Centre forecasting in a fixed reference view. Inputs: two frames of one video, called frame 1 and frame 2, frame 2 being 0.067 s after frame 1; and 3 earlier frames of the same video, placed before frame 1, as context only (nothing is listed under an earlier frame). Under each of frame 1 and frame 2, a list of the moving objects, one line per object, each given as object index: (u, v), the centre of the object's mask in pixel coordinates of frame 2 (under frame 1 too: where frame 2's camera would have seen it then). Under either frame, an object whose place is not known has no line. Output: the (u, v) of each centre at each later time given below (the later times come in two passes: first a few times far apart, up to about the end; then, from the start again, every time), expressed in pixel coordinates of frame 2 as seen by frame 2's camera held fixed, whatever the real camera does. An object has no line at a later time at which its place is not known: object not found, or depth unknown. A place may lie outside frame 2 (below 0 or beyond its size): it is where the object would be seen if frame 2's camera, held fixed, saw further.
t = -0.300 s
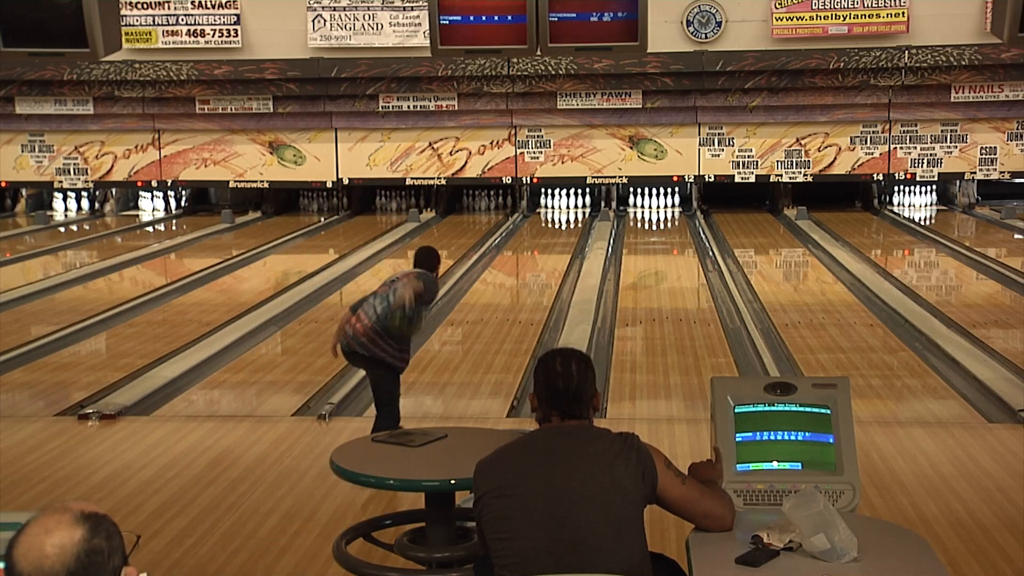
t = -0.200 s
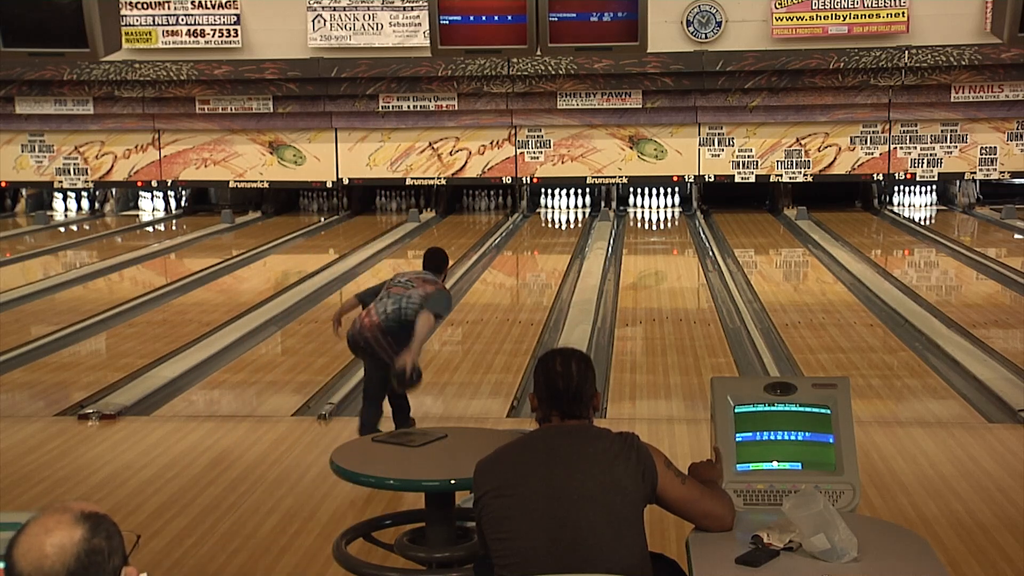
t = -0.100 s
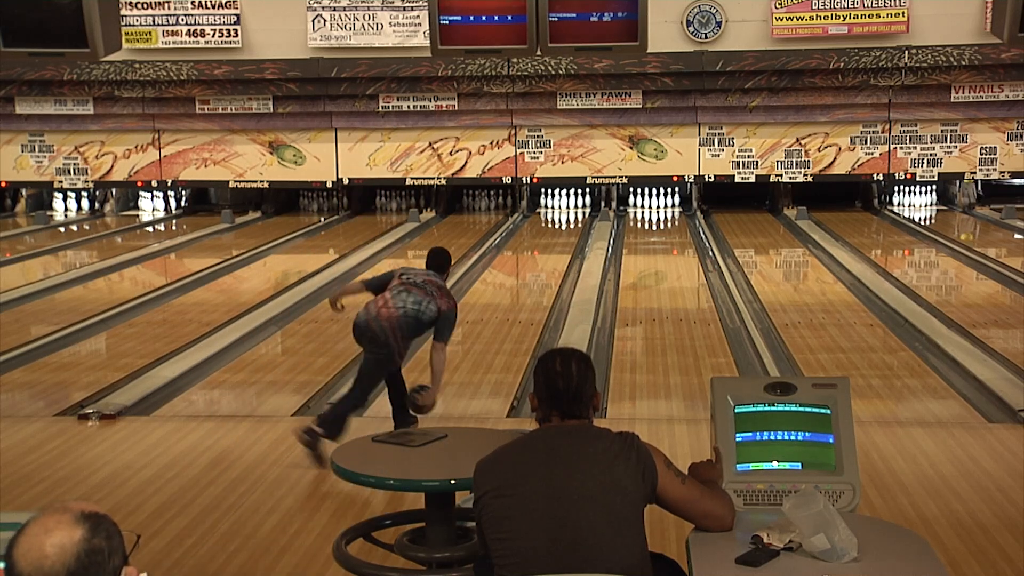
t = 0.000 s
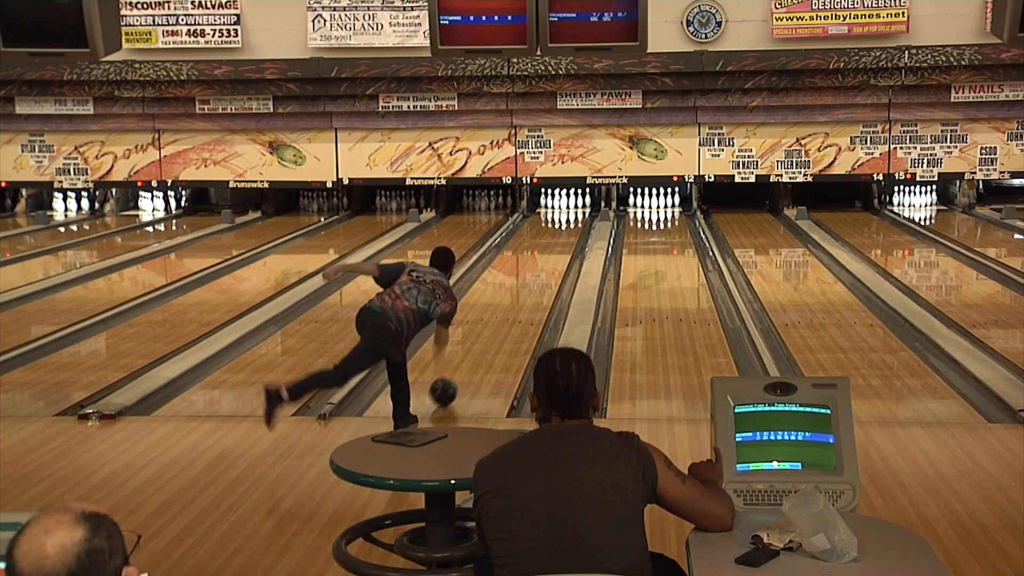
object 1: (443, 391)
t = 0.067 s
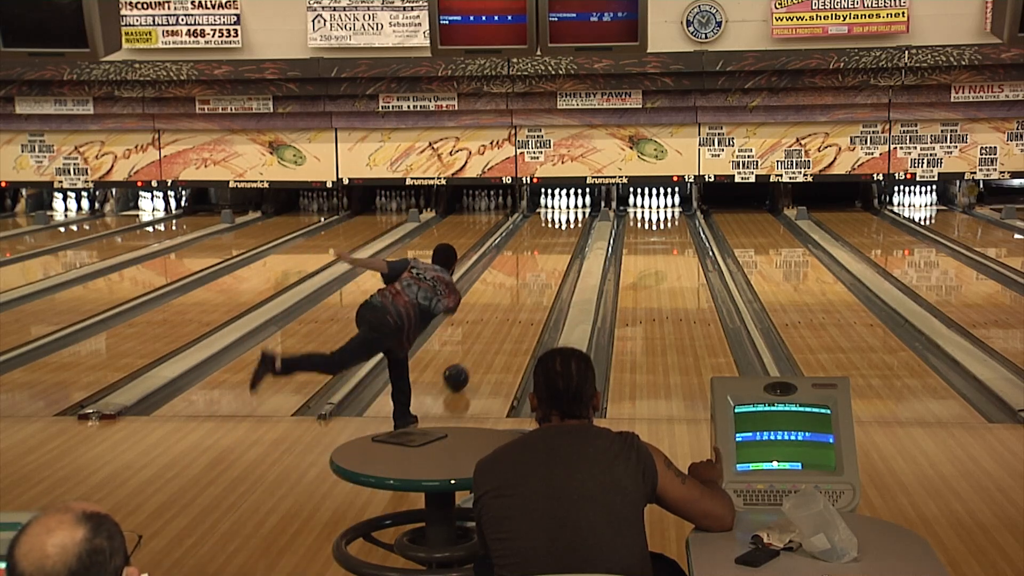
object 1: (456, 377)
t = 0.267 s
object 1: (487, 342)
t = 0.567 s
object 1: (521, 302)
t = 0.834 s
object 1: (541, 275)
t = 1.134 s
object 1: (558, 252)
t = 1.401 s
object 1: (567, 237)
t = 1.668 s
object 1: (571, 225)
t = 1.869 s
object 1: (571, 217)
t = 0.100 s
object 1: (462, 371)
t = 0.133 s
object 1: (467, 364)
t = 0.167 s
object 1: (473, 358)
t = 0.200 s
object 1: (478, 352)
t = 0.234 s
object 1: (483, 347)
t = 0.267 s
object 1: (487, 342)
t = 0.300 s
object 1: (492, 337)
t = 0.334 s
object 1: (496, 332)
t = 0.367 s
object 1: (500, 327)
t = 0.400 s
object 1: (504, 322)
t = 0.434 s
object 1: (507, 318)
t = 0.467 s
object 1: (511, 314)
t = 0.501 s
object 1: (514, 310)
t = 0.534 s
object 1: (518, 306)
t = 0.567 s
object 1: (521, 302)
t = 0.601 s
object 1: (523, 298)
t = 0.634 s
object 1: (526, 294)
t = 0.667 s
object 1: (529, 291)
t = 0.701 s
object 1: (532, 288)
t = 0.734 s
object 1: (534, 284)
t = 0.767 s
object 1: (537, 281)
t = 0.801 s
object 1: (539, 278)
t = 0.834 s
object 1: (541, 275)
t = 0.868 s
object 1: (543, 272)
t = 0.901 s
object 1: (545, 269)
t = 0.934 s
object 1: (547, 267)
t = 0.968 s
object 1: (549, 264)
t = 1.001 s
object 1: (551, 262)
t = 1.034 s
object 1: (553, 259)
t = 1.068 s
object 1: (554, 257)
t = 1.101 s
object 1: (556, 255)
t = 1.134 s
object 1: (558, 252)
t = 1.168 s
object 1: (559, 250)
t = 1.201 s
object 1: (560, 248)
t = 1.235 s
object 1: (562, 246)
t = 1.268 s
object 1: (563, 244)
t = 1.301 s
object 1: (564, 242)
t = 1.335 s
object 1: (565, 241)
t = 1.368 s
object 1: (566, 239)
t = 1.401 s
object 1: (567, 237)
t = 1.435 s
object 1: (568, 235)
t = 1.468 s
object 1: (569, 234)
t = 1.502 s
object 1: (569, 233)
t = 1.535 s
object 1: (570, 231)
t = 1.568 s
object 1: (571, 229)
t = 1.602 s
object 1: (571, 228)
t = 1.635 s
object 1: (572, 226)
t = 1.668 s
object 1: (571, 225)
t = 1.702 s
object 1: (572, 223)
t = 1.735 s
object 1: (571, 222)
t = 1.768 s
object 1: (571, 221)
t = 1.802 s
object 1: (571, 220)
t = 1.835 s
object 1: (572, 218)
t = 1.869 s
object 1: (571, 217)
